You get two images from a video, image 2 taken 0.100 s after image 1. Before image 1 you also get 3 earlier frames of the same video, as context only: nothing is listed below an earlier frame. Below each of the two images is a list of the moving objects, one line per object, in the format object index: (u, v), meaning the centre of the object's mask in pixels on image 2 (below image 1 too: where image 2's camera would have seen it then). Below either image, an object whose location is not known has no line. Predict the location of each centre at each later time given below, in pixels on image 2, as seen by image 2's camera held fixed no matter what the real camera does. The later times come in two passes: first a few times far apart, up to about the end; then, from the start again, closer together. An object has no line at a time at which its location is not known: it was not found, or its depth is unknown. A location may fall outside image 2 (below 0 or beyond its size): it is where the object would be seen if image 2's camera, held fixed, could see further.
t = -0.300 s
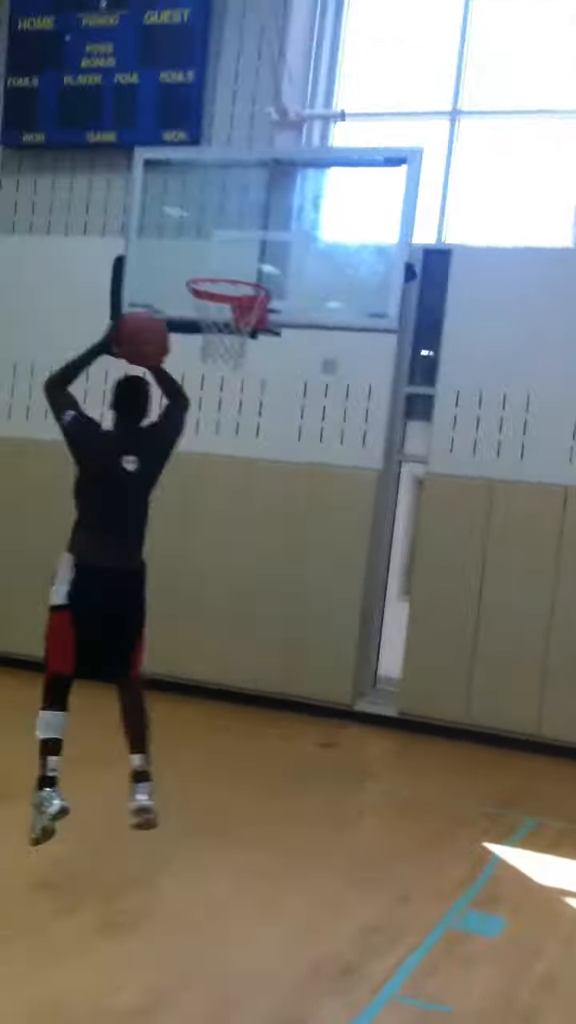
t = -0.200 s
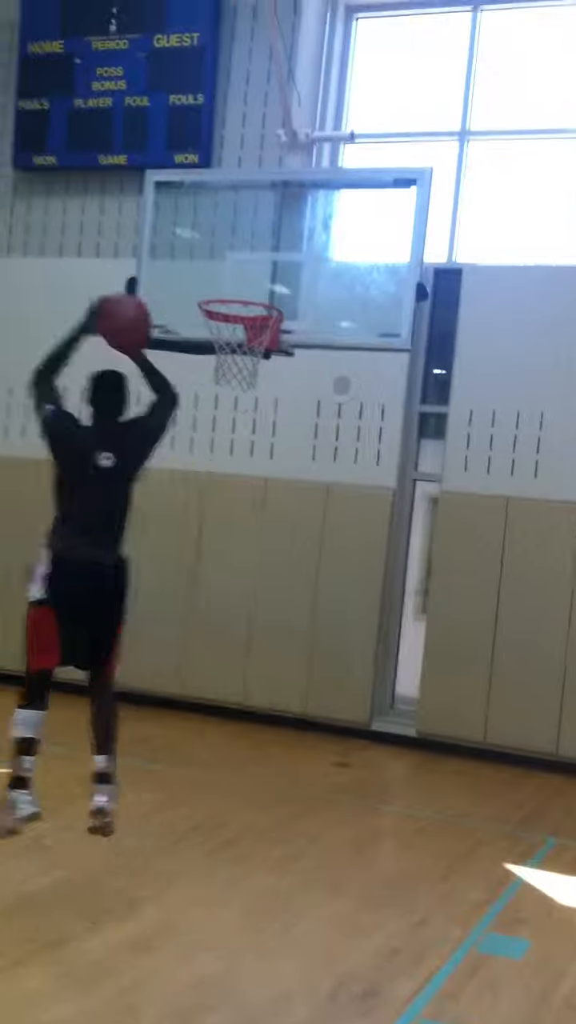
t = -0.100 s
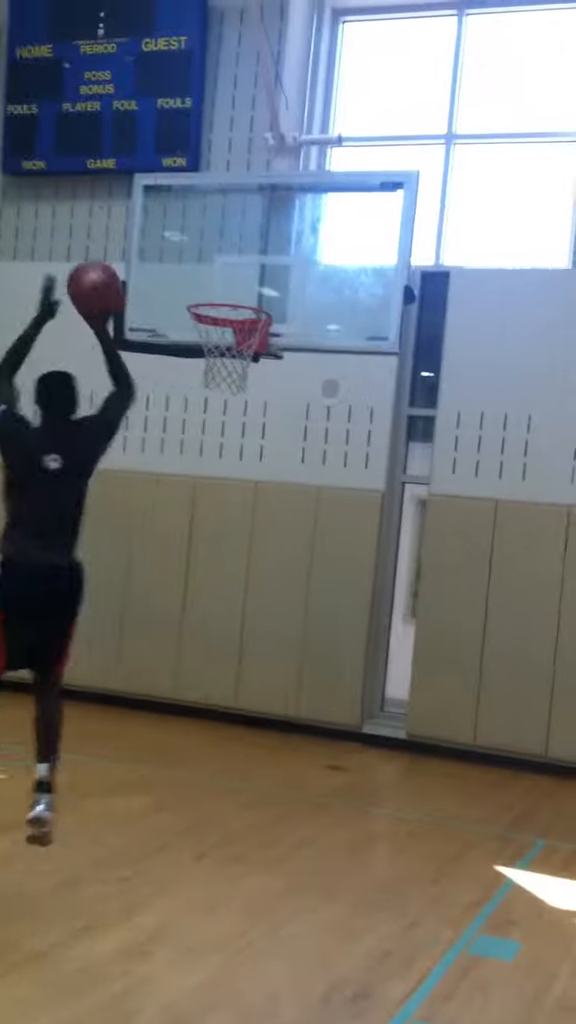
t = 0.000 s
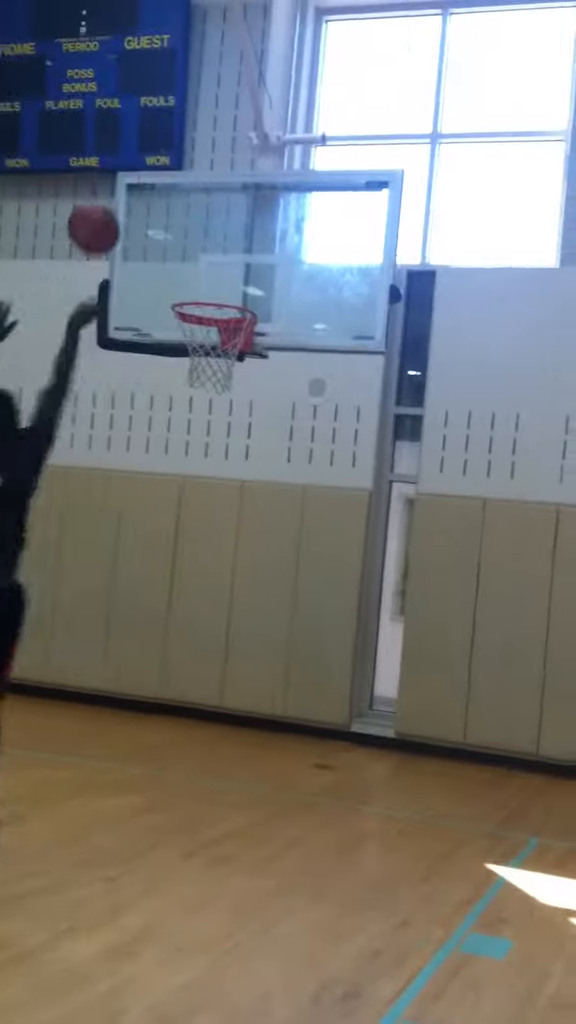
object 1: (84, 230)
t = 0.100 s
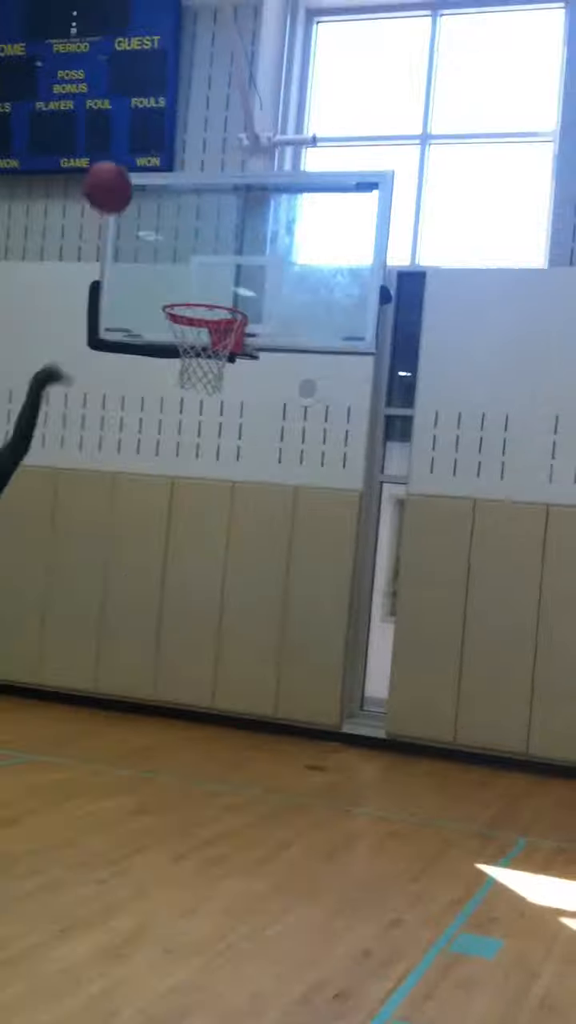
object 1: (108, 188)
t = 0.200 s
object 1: (129, 168)
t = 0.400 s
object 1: (162, 188)
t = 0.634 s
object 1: (188, 289)
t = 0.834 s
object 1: (203, 396)
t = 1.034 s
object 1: (205, 517)
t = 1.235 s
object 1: (206, 694)
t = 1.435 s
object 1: (213, 728)
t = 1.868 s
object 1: (255, 525)
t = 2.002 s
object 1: (264, 520)
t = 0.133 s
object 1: (114, 180)
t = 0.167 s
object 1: (121, 173)
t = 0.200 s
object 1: (129, 168)
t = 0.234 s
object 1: (136, 167)
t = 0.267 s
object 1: (141, 167)
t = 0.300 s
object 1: (147, 168)
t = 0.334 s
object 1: (152, 173)
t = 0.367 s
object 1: (157, 179)
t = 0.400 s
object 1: (162, 188)
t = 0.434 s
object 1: (167, 197)
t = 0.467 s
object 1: (170, 209)
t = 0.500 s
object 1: (175, 223)
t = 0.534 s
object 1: (178, 238)
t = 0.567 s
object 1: (181, 254)
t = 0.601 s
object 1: (185, 273)
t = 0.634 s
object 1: (188, 289)
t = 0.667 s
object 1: (190, 313)
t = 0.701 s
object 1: (195, 331)
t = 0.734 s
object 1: (197, 357)
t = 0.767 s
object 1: (198, 366)
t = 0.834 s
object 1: (203, 396)
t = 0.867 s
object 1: (203, 412)
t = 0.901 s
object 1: (203, 429)
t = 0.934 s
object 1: (204, 449)
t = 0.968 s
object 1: (206, 470)
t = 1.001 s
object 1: (204, 493)
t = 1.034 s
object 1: (205, 517)
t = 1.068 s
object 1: (205, 542)
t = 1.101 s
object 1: (206, 569)
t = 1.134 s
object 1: (206, 599)
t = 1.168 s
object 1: (205, 629)
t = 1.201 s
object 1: (204, 662)
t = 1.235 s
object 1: (206, 694)
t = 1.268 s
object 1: (204, 730)
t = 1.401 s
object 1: (210, 758)
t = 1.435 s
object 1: (213, 728)
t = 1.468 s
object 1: (220, 706)
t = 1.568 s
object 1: (232, 637)
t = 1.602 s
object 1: (234, 617)
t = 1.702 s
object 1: (243, 570)
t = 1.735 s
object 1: (247, 557)
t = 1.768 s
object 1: (250, 547)
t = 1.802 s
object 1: (252, 538)
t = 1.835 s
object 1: (253, 530)
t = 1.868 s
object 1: (255, 525)
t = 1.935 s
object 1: (259, 519)
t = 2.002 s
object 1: (264, 520)
